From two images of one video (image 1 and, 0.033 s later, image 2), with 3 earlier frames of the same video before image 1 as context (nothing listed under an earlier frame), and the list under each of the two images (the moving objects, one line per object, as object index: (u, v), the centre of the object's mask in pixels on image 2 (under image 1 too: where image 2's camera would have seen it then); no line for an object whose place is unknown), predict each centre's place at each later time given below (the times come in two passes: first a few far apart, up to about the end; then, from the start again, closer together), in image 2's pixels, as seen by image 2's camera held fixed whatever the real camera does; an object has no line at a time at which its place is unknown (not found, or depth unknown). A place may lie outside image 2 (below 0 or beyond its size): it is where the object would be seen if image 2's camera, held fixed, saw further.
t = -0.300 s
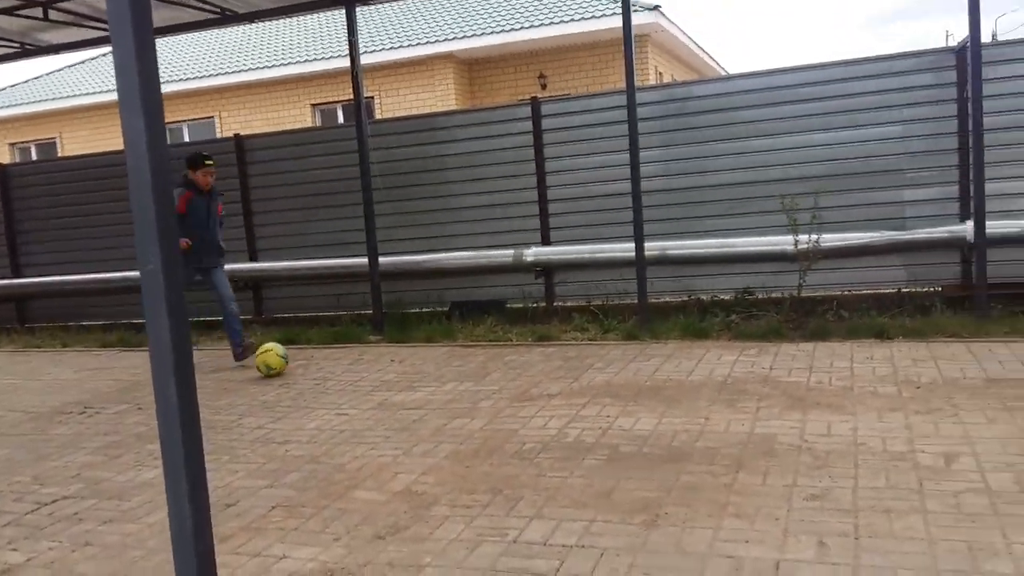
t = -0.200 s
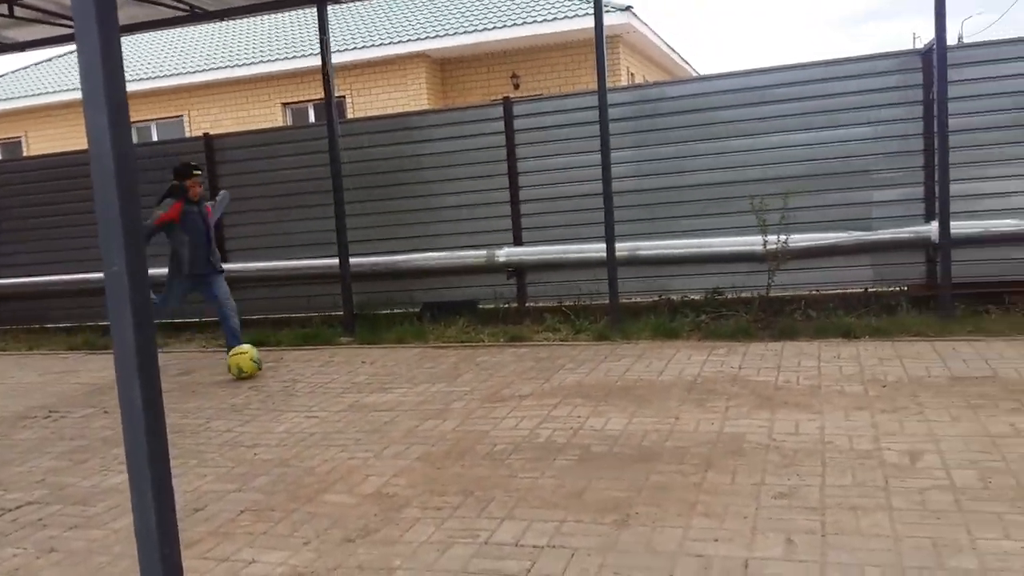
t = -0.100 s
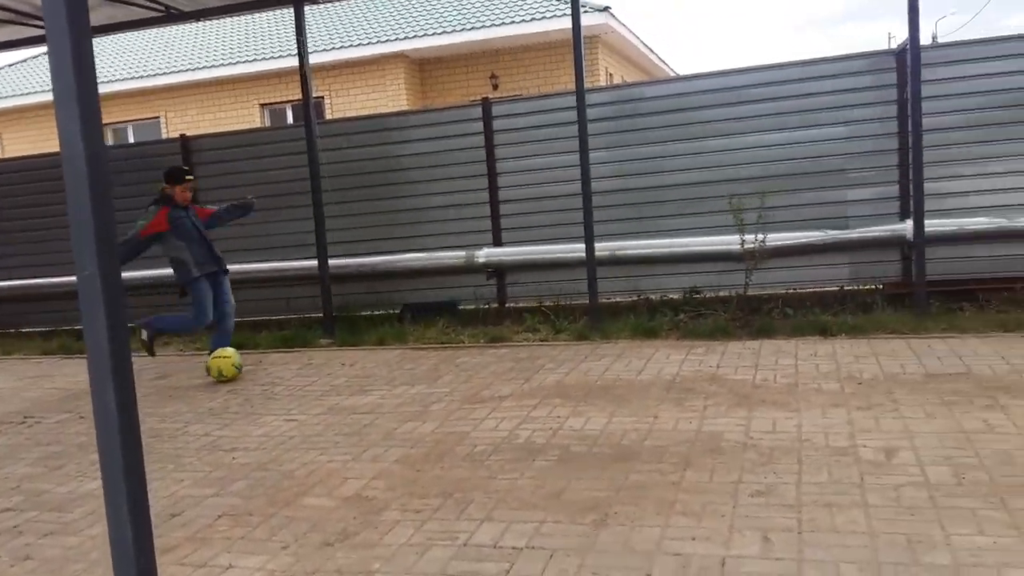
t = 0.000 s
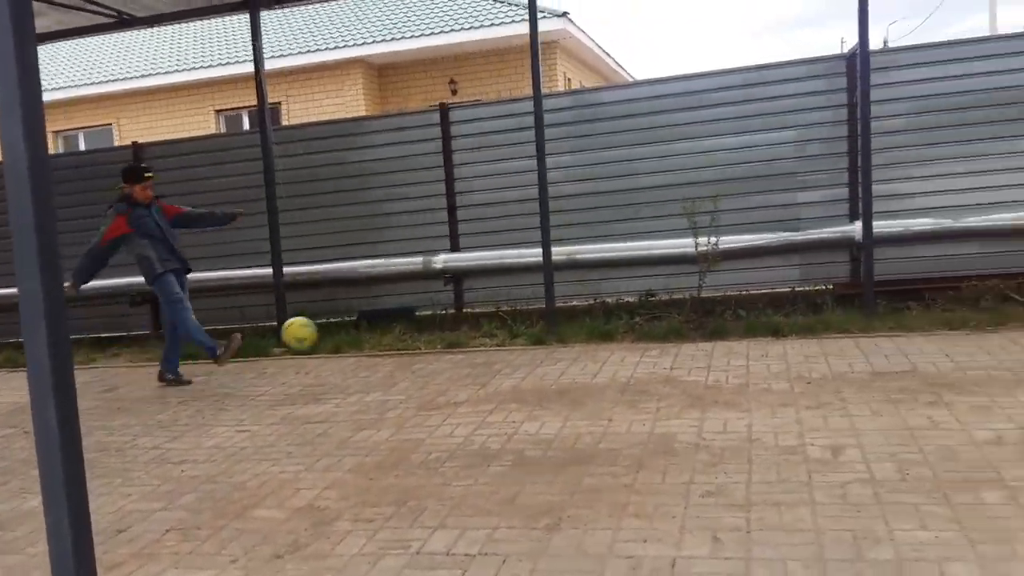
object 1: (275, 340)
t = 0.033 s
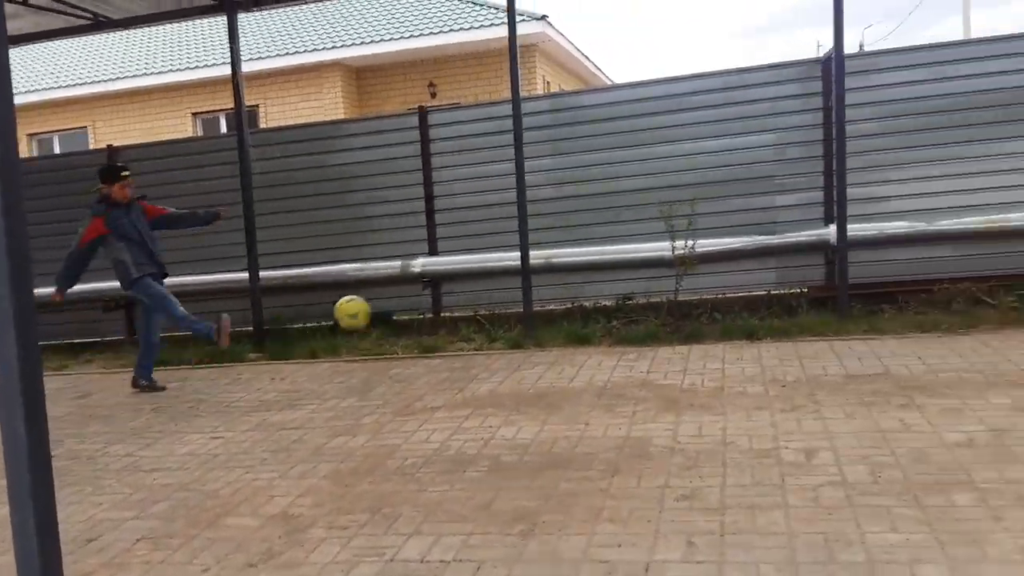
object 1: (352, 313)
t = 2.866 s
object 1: (554, 346)
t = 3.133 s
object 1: (457, 355)
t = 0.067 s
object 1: (431, 288)
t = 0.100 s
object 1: (511, 263)
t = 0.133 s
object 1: (590, 240)
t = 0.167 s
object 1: (672, 218)
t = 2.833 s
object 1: (567, 347)
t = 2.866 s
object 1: (554, 346)
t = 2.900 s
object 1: (542, 346)
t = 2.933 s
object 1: (529, 349)
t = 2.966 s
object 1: (516, 350)
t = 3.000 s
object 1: (505, 351)
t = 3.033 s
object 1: (493, 353)
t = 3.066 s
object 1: (480, 352)
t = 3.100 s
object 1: (469, 353)
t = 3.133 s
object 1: (457, 355)
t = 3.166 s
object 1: (445, 357)
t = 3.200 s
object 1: (433, 359)
